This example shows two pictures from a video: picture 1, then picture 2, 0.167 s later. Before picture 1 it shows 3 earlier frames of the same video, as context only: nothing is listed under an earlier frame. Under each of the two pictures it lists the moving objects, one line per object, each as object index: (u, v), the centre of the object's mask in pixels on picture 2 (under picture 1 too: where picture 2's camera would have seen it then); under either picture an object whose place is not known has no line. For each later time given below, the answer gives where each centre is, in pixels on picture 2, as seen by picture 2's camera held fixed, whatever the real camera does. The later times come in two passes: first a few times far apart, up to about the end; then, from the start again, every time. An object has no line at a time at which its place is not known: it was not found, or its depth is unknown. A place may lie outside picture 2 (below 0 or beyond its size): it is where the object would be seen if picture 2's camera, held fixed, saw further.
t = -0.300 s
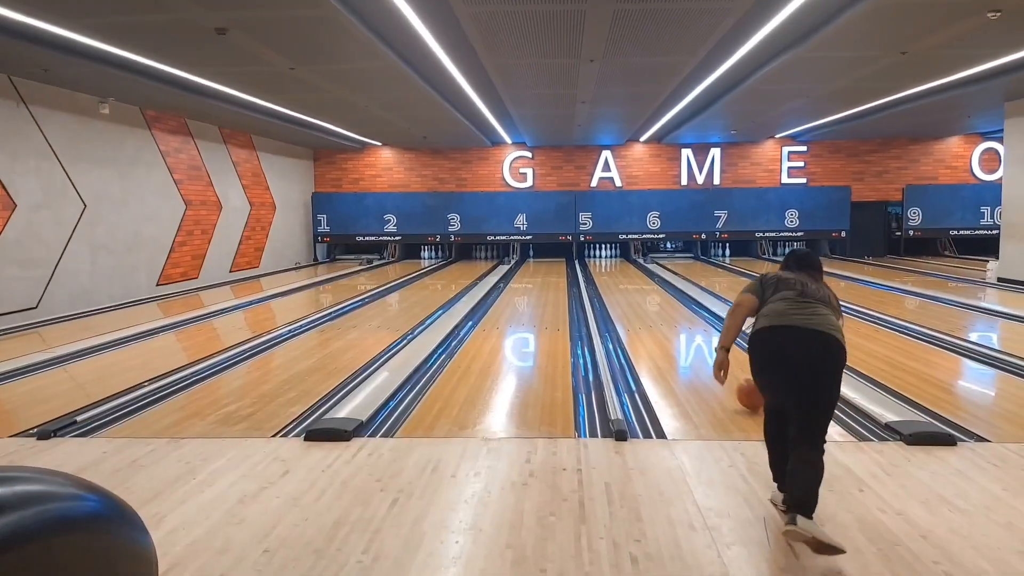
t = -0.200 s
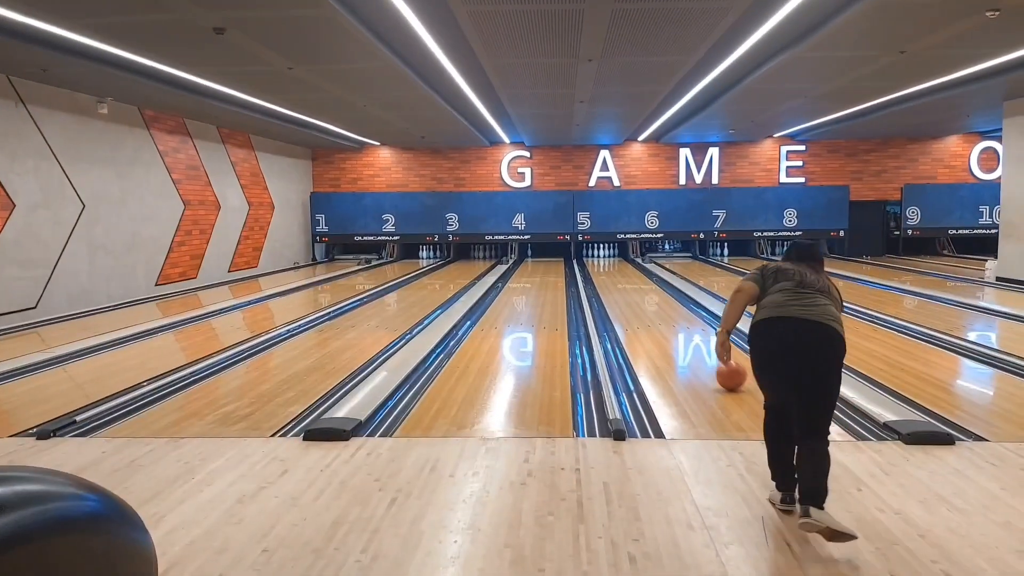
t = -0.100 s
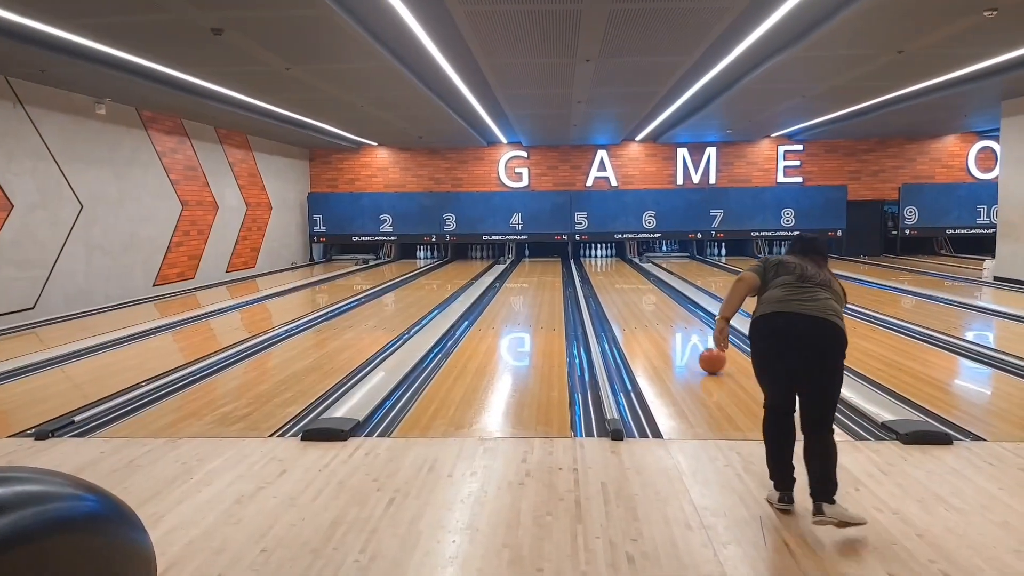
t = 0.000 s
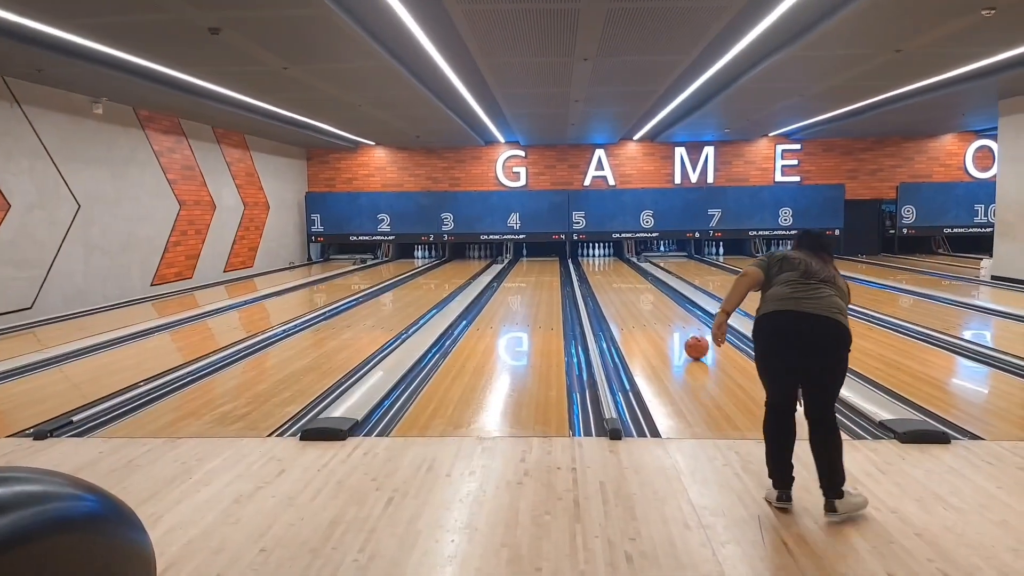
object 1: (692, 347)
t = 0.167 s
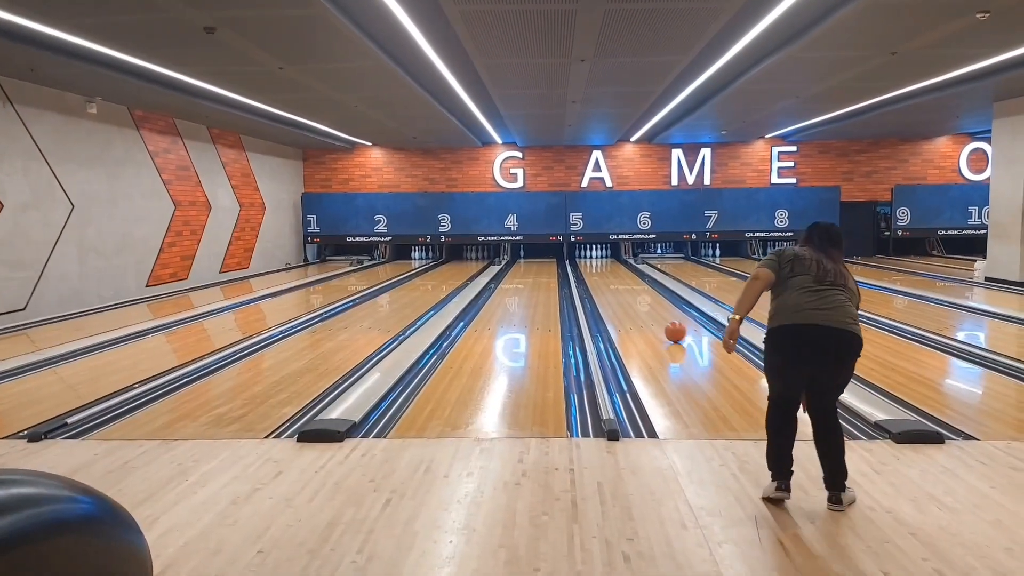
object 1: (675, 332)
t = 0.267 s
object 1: (668, 324)
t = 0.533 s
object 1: (650, 307)
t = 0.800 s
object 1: (633, 293)
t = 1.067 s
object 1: (619, 284)
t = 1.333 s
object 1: (610, 276)
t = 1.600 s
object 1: (603, 270)
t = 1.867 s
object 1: (597, 265)
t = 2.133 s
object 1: (593, 262)
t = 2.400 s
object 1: (589, 259)
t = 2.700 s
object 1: (584, 256)
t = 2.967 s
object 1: (582, 254)
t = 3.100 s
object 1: (580, 253)
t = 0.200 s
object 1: (673, 329)
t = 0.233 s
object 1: (670, 327)
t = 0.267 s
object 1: (668, 324)
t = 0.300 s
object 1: (665, 322)
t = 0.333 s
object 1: (663, 320)
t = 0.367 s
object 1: (661, 317)
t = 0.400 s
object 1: (658, 315)
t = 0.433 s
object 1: (656, 313)
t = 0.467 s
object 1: (654, 311)
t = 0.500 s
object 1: (652, 308)
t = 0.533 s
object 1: (650, 307)
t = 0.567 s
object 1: (648, 305)
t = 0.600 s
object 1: (646, 302)
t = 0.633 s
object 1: (644, 301)
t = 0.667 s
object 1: (641, 299)
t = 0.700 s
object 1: (639, 297)
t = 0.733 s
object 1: (637, 296)
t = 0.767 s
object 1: (635, 295)
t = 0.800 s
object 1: (633, 293)
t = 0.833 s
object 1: (631, 292)
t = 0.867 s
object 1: (629, 291)
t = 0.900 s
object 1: (627, 290)
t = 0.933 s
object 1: (625, 288)
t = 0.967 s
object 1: (623, 287)
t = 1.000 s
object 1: (622, 286)
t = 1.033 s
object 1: (621, 285)
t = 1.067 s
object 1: (619, 284)
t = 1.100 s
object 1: (618, 283)
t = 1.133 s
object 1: (617, 281)
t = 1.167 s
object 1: (616, 281)
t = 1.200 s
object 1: (615, 280)
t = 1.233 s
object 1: (613, 279)
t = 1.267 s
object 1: (613, 278)
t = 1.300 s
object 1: (612, 277)
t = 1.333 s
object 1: (610, 276)
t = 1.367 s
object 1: (609, 275)
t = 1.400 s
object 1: (608, 274)
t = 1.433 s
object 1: (608, 274)
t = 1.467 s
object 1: (607, 273)
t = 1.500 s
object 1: (606, 272)
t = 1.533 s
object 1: (605, 271)
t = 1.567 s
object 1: (604, 271)
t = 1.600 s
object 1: (603, 270)
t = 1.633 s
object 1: (602, 269)
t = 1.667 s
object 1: (602, 269)
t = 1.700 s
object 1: (601, 268)
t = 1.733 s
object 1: (600, 267)
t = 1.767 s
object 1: (599, 267)
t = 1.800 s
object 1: (599, 266)
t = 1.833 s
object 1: (598, 266)
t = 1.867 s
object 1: (597, 265)
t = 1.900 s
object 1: (597, 265)
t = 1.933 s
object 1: (597, 264)
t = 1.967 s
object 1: (596, 264)
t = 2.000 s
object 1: (596, 263)
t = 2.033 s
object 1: (595, 263)
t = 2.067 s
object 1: (594, 263)
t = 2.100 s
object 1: (593, 262)
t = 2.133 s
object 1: (593, 262)
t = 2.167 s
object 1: (592, 261)
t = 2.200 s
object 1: (592, 261)
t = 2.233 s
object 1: (591, 261)
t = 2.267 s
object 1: (591, 260)
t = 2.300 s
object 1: (590, 260)
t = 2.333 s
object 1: (590, 260)
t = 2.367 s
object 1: (589, 259)
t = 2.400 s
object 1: (589, 259)
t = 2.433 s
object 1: (588, 259)
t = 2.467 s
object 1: (588, 258)
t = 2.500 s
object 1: (587, 258)
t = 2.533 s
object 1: (586, 258)
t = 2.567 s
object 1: (586, 257)
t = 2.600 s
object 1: (586, 257)
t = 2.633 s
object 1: (586, 257)
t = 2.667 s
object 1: (585, 257)
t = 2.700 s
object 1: (584, 256)
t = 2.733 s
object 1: (584, 256)
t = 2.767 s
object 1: (584, 256)
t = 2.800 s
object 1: (583, 255)
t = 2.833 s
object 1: (583, 255)
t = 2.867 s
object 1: (583, 255)
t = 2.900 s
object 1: (583, 255)
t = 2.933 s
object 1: (582, 254)
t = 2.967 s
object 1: (582, 254)
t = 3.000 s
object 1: (582, 254)
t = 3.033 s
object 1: (581, 253)
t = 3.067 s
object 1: (581, 253)
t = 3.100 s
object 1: (580, 253)
